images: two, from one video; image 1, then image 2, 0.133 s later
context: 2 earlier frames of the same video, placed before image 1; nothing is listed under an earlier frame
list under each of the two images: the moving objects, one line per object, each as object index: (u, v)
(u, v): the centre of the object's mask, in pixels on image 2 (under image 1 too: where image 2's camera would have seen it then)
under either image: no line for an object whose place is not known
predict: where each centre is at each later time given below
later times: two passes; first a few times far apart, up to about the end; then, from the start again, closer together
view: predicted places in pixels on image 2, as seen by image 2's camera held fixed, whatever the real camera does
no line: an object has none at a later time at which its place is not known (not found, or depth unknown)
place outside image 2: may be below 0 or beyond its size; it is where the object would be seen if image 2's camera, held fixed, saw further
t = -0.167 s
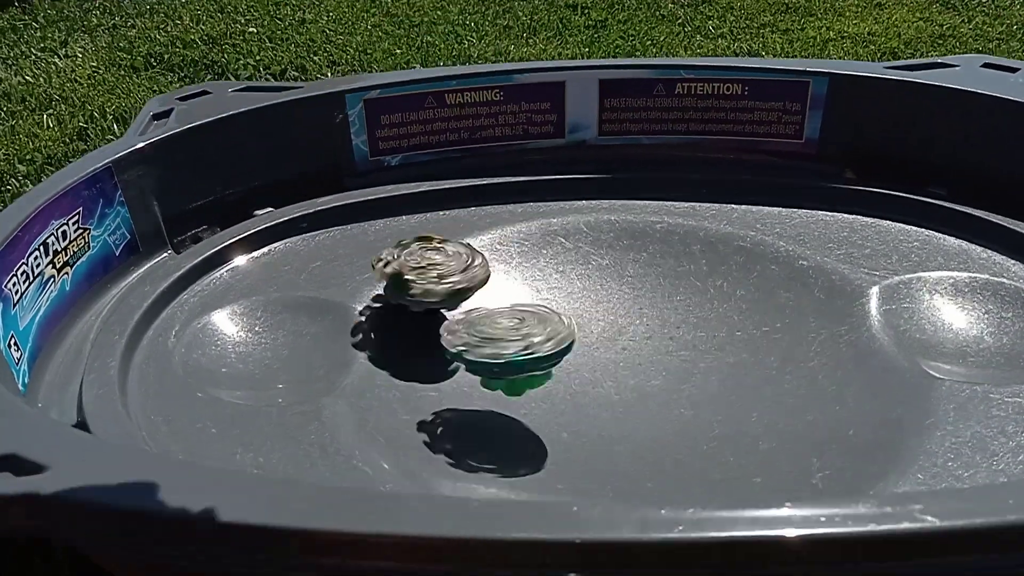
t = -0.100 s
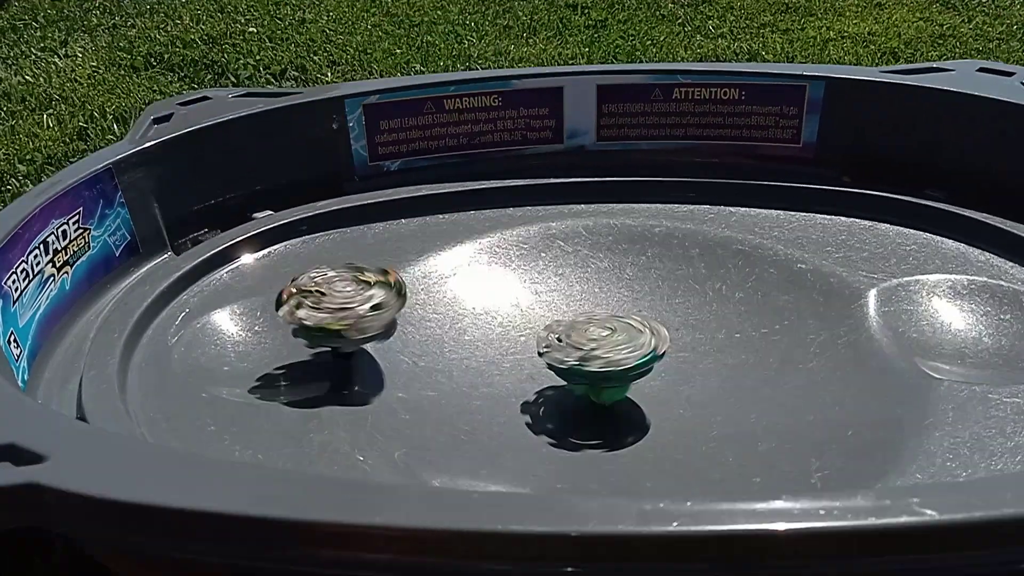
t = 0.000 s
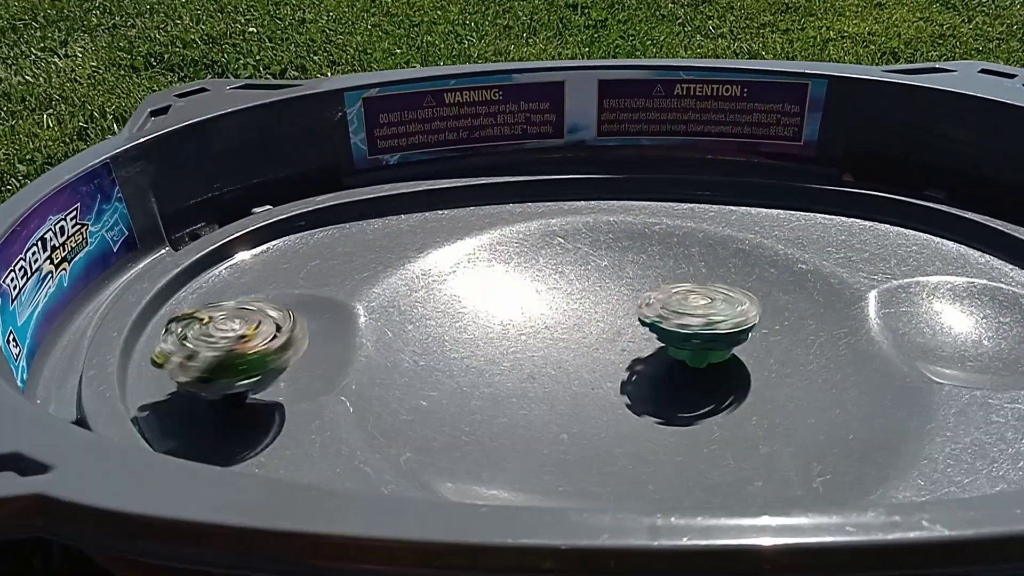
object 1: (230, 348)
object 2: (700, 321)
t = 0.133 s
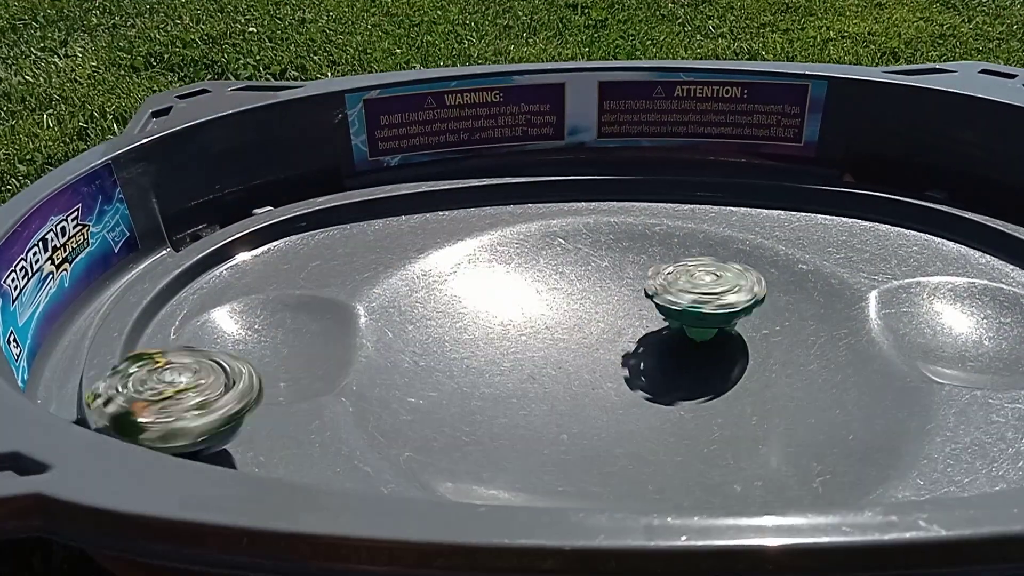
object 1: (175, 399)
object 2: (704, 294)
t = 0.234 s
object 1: (276, 437)
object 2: (615, 296)
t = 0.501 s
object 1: (488, 468)
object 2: (537, 397)
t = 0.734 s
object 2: (686, 284)
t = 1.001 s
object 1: (819, 334)
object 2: (460, 269)
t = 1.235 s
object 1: (539, 235)
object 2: (626, 408)
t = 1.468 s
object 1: (384, 375)
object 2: (812, 297)
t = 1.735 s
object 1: (870, 378)
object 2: (590, 269)
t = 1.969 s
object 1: (689, 212)
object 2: (582, 411)
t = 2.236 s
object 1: (396, 332)
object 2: (877, 380)
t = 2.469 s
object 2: (710, 309)
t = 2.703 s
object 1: (900, 280)
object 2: (499, 364)
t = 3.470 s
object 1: (1003, 281)
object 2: (538, 294)
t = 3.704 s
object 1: (795, 325)
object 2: (446, 348)
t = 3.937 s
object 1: (652, 352)
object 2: (599, 419)
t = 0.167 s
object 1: (201, 412)
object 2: (682, 294)
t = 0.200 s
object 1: (231, 425)
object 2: (650, 294)
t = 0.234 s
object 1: (276, 437)
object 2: (615, 296)
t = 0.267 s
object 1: (325, 448)
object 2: (569, 298)
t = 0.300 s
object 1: (371, 455)
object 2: (528, 304)
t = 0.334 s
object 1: (419, 459)
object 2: (494, 316)
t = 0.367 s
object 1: (439, 460)
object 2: (471, 334)
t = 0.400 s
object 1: (454, 456)
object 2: (458, 353)
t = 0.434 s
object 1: (466, 455)
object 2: (457, 371)
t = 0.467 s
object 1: (481, 452)
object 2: (483, 382)
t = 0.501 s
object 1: (488, 468)
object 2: (537, 397)
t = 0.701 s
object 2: (696, 302)
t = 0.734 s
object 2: (686, 284)
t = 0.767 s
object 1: (634, 470)
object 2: (667, 268)
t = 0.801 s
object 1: (677, 467)
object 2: (645, 255)
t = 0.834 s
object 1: (728, 459)
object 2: (617, 246)
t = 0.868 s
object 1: (774, 444)
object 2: (586, 239)
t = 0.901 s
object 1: (809, 422)
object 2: (552, 238)
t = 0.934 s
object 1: (829, 393)
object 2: (519, 241)
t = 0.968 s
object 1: (833, 363)
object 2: (488, 252)
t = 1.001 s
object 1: (819, 334)
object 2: (460, 269)
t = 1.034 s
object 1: (796, 306)
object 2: (445, 294)
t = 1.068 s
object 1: (766, 282)
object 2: (447, 322)
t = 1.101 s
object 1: (728, 263)
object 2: (465, 350)
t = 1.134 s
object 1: (683, 249)
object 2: (494, 374)
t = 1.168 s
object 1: (637, 238)
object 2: (533, 390)
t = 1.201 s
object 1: (590, 233)
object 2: (581, 404)
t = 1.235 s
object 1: (539, 235)
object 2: (626, 408)
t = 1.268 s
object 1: (496, 240)
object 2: (675, 406)
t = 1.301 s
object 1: (453, 251)
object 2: (717, 398)
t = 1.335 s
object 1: (415, 267)
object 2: (754, 383)
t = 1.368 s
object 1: (388, 289)
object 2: (785, 364)
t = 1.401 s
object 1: (367, 316)
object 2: (805, 341)
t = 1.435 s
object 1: (366, 343)
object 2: (814, 320)
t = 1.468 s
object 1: (384, 375)
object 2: (812, 297)
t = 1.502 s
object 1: (423, 408)
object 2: (800, 278)
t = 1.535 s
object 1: (482, 437)
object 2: (779, 261)
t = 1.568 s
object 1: (554, 452)
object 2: (751, 249)
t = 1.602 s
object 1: (641, 457)
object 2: (718, 242)
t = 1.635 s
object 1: (722, 454)
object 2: (683, 241)
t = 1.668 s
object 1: (792, 437)
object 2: (649, 246)
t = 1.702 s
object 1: (841, 410)
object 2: (618, 255)
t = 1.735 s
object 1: (870, 378)
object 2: (590, 269)
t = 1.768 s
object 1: (881, 344)
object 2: (565, 285)
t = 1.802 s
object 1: (874, 311)
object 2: (547, 306)
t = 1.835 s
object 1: (854, 282)
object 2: (537, 328)
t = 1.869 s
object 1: (822, 256)
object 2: (536, 351)
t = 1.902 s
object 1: (781, 236)
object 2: (542, 373)
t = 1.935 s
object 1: (737, 221)
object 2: (558, 393)
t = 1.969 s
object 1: (689, 212)
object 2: (582, 411)
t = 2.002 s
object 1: (639, 208)
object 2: (614, 425)
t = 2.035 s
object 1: (589, 210)
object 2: (657, 435)
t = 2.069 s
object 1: (541, 217)
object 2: (705, 440)
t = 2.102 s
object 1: (497, 230)
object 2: (752, 436)
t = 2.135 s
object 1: (459, 247)
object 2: (796, 429)
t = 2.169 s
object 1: (426, 271)
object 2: (832, 416)
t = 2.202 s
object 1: (404, 300)
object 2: (862, 399)
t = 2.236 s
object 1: (396, 332)
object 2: (877, 380)
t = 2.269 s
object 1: (409, 365)
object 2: (878, 360)
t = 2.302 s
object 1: (438, 398)
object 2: (869, 343)
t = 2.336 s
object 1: (487, 427)
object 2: (847, 329)
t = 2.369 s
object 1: (553, 449)
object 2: (817, 319)
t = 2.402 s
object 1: (628, 458)
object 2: (784, 312)
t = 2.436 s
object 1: (706, 459)
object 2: (748, 310)
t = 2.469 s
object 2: (710, 309)
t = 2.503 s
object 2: (674, 312)
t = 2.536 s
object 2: (639, 317)
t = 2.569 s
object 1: (907, 372)
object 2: (604, 323)
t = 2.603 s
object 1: (911, 342)
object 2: (573, 332)
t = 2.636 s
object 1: (903, 316)
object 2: (544, 342)
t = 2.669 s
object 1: (898, 297)
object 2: (518, 351)
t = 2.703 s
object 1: (900, 280)
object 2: (499, 364)
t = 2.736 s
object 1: (905, 270)
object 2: (485, 377)
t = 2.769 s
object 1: (912, 266)
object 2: (480, 391)
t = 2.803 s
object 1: (921, 270)
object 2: (481, 405)
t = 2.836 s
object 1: (930, 280)
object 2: (493, 419)
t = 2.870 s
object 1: (934, 293)
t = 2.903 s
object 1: (942, 306)
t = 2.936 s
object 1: (961, 315)
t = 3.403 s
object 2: (590, 303)
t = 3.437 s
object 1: (1006, 296)
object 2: (563, 297)
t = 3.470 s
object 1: (1003, 281)
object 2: (538, 294)
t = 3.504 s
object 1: (990, 266)
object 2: (515, 294)
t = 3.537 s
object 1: (972, 260)
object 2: (491, 296)
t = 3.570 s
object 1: (941, 259)
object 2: (470, 301)
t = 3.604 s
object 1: (907, 265)
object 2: (455, 309)
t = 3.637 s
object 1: (877, 279)
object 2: (445, 319)
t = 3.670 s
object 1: (842, 303)
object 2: (442, 333)
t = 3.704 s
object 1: (795, 325)
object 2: (446, 348)
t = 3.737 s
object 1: (742, 344)
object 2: (461, 365)
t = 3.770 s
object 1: (694, 353)
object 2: (487, 380)
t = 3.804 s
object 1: (655, 359)
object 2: (519, 391)
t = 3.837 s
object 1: (642, 358)
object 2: (538, 399)
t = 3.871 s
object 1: (647, 358)
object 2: (549, 407)
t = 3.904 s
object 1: (649, 355)
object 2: (575, 415)
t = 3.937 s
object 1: (652, 352)
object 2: (599, 419)
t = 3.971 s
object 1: (659, 349)
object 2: (620, 421)
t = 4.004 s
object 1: (660, 345)
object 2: (643, 422)
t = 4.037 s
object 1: (660, 340)
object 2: (667, 422)
